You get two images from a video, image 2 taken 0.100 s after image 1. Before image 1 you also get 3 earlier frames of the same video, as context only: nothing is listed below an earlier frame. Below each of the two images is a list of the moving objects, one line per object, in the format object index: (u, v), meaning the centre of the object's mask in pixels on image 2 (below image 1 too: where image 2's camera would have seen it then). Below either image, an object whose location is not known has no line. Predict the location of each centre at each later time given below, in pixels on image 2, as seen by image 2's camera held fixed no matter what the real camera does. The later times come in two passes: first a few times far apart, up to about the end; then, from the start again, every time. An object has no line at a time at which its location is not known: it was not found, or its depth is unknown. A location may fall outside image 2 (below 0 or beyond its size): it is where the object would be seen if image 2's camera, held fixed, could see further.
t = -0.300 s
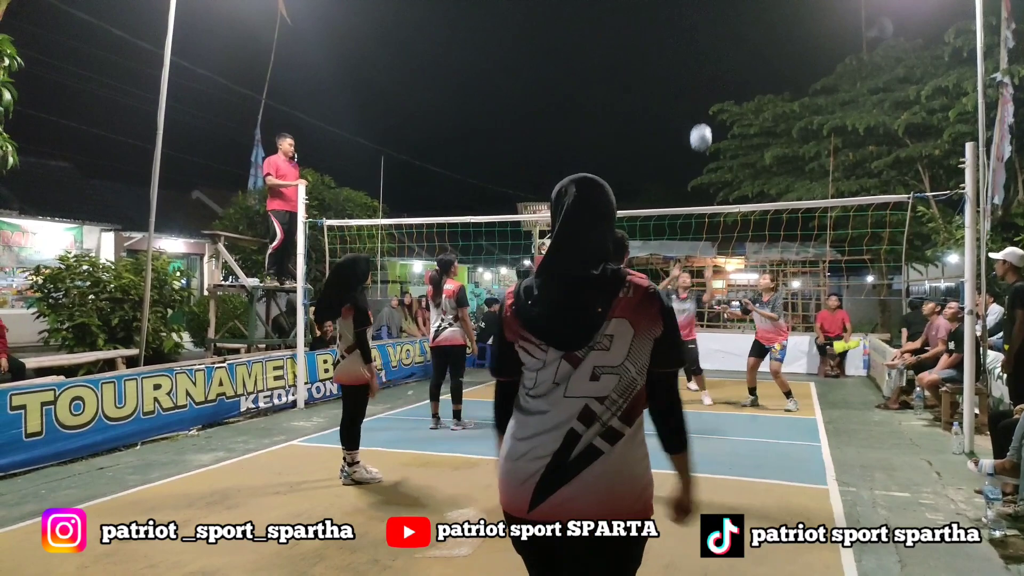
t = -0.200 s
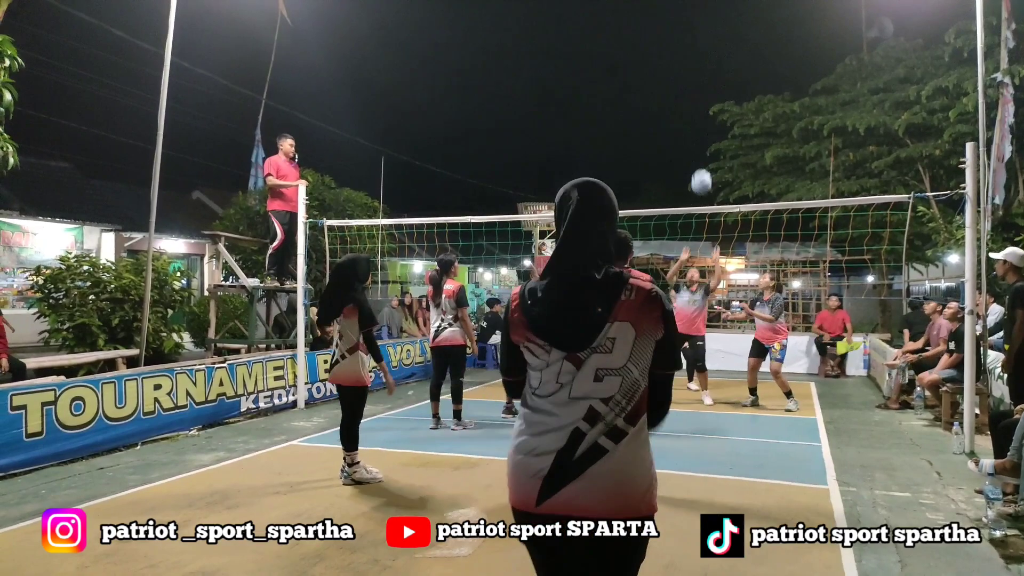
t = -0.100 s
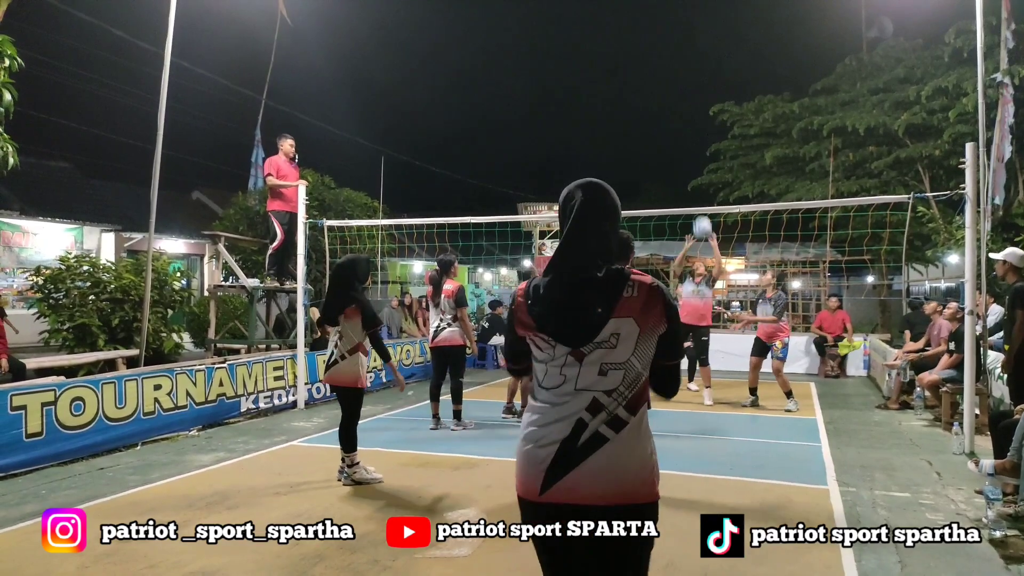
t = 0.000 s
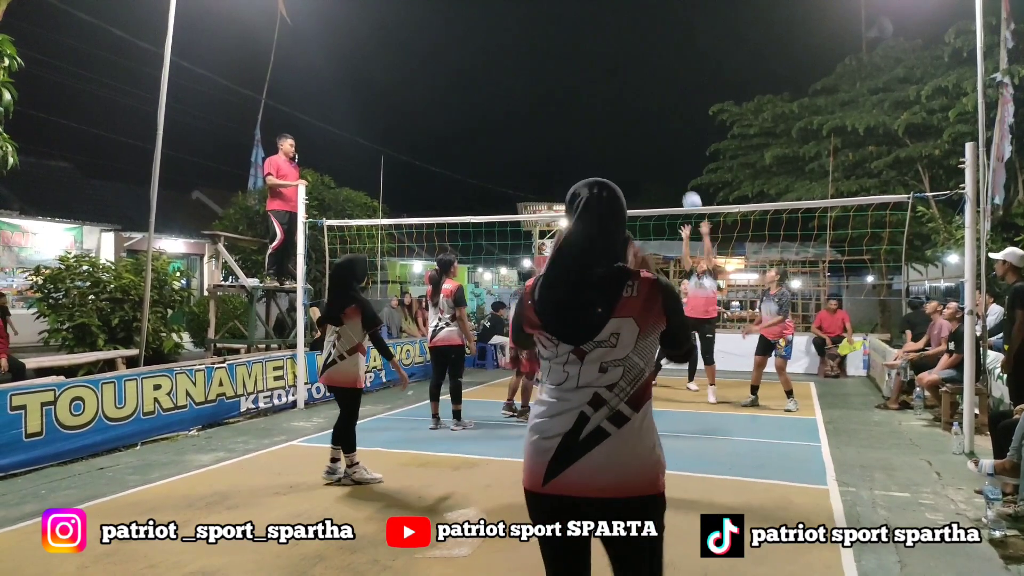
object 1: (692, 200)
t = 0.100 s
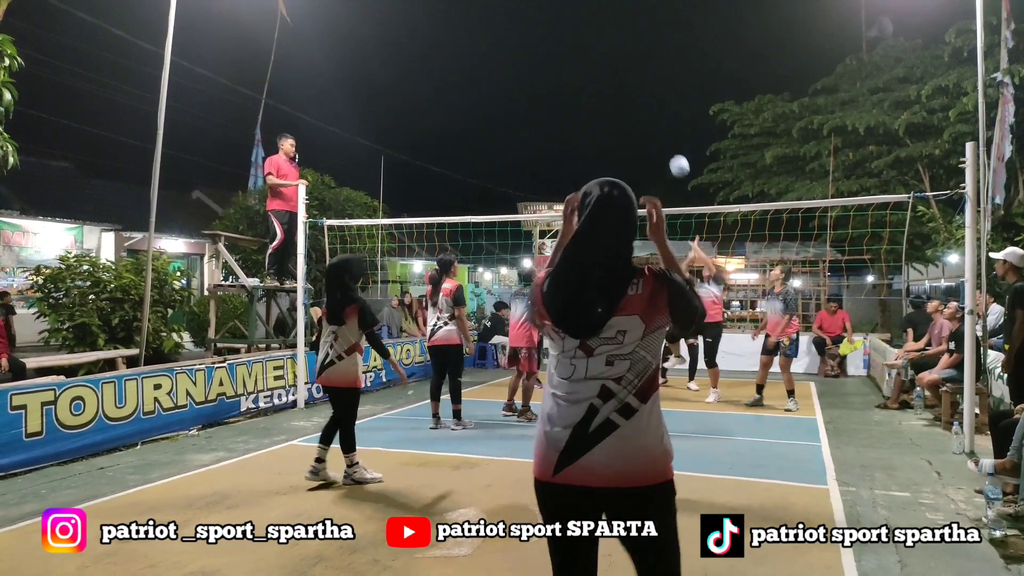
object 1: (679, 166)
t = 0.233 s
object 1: (662, 130)
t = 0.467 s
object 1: (632, 104)
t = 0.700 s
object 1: (601, 123)
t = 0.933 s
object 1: (573, 188)
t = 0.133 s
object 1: (675, 156)
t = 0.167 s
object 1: (671, 146)
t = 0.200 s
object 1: (667, 138)
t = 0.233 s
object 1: (662, 130)
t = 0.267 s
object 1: (658, 124)
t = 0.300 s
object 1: (654, 118)
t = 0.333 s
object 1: (649, 114)
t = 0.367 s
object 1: (645, 110)
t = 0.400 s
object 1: (641, 107)
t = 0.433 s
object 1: (636, 105)
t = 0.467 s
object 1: (632, 104)
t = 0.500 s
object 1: (628, 104)
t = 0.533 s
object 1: (623, 105)
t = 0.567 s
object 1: (619, 106)
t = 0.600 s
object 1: (614, 109)
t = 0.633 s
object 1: (610, 113)
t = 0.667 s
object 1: (606, 117)
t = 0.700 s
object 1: (601, 123)
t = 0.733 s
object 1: (597, 129)
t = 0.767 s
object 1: (593, 137)
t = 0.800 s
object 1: (589, 145)
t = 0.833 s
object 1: (585, 155)
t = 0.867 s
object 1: (581, 165)
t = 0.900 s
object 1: (576, 176)
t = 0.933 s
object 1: (573, 188)
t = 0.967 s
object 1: (569, 199)
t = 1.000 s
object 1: (565, 208)
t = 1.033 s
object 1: (561, 229)
